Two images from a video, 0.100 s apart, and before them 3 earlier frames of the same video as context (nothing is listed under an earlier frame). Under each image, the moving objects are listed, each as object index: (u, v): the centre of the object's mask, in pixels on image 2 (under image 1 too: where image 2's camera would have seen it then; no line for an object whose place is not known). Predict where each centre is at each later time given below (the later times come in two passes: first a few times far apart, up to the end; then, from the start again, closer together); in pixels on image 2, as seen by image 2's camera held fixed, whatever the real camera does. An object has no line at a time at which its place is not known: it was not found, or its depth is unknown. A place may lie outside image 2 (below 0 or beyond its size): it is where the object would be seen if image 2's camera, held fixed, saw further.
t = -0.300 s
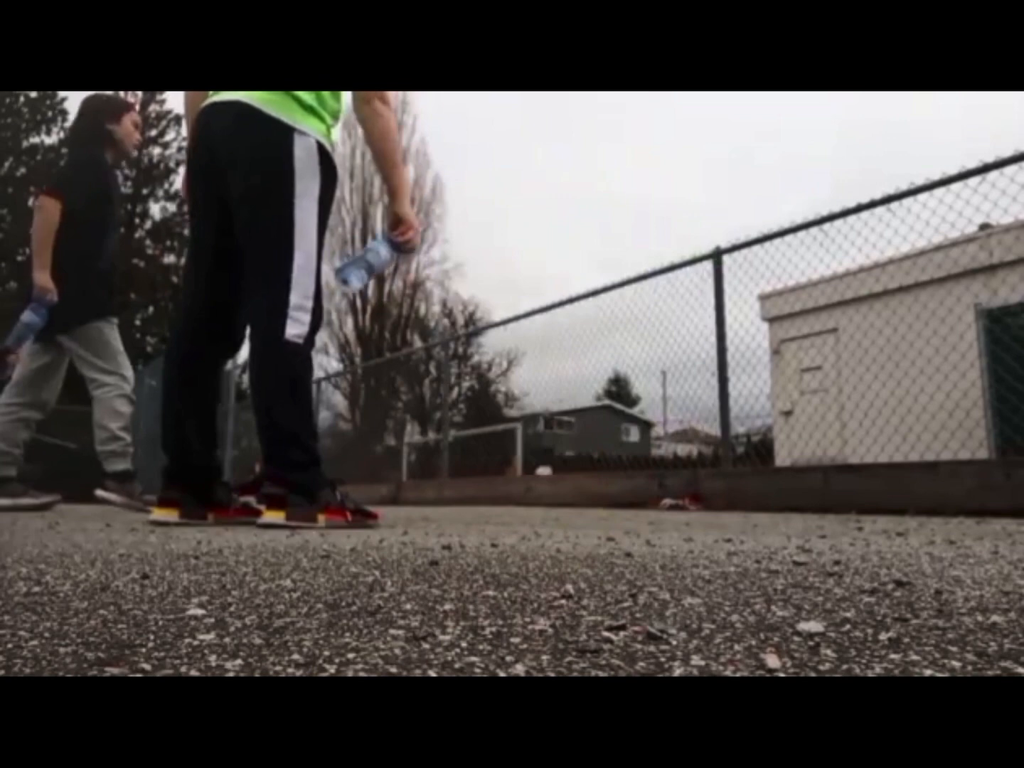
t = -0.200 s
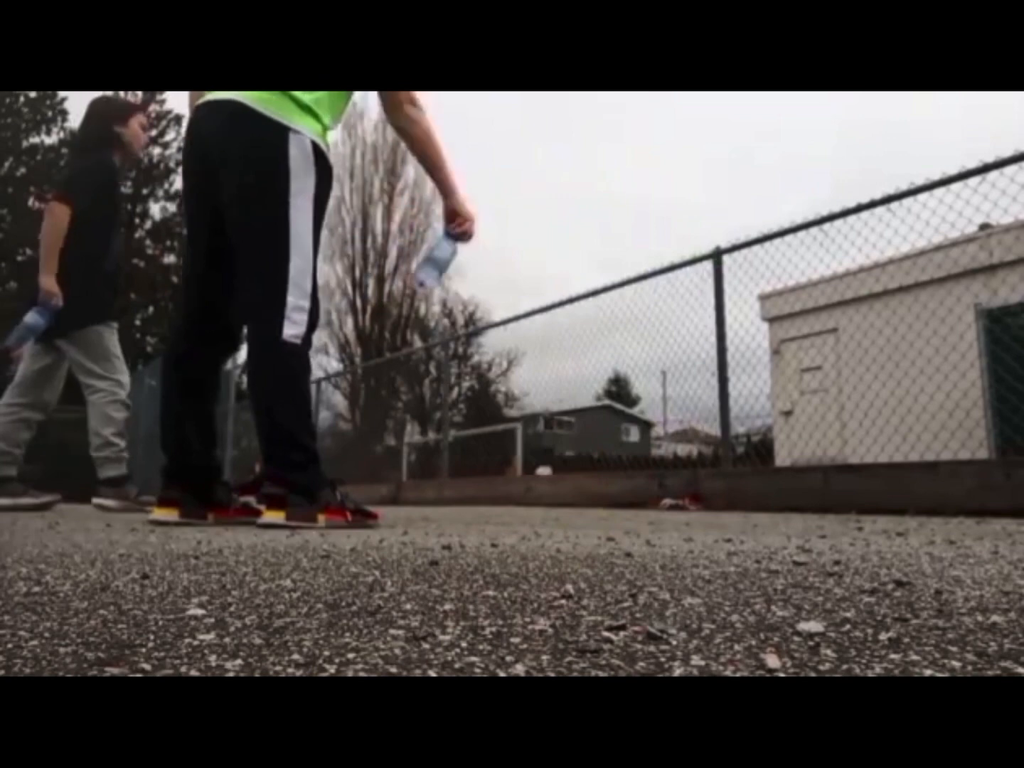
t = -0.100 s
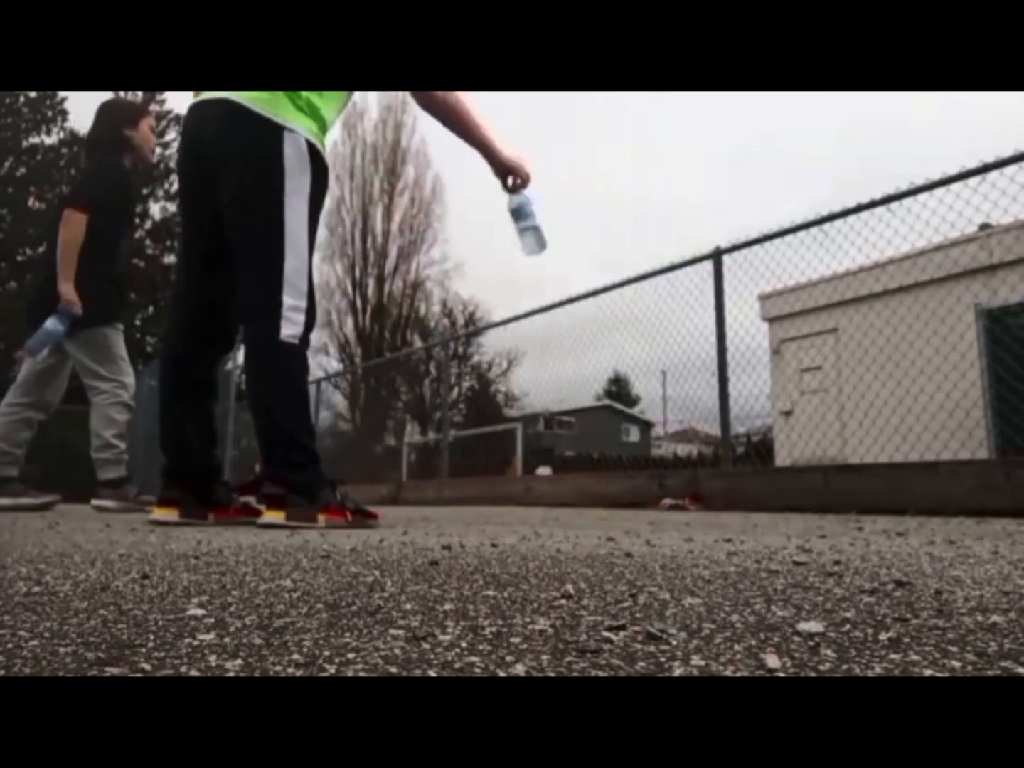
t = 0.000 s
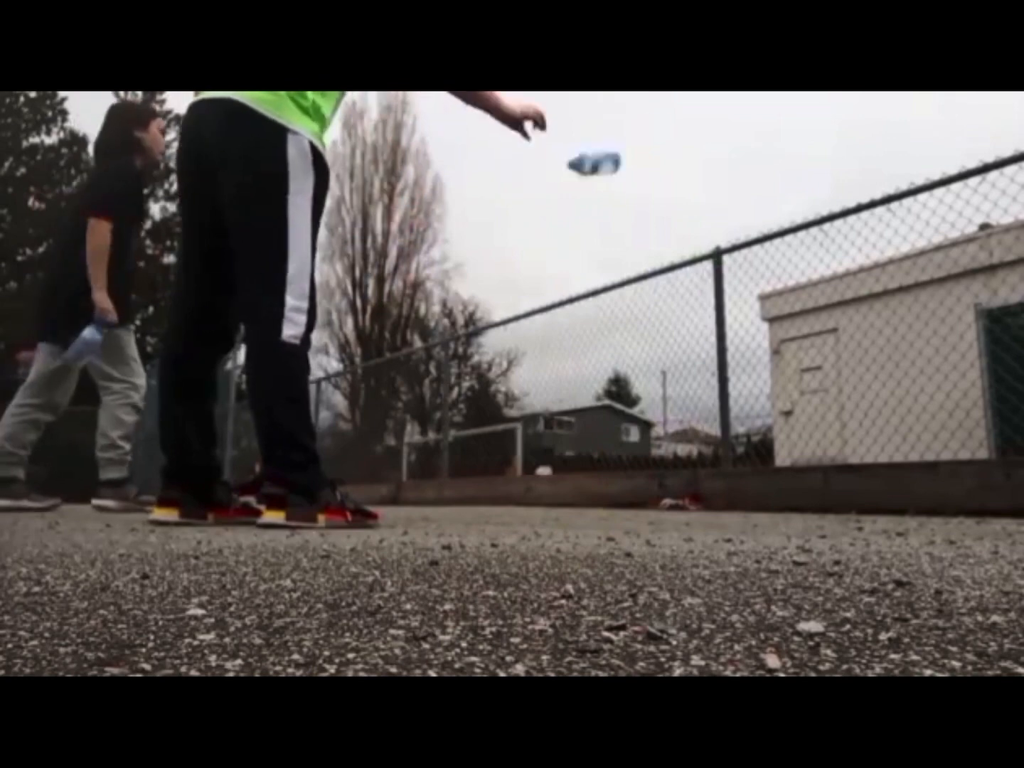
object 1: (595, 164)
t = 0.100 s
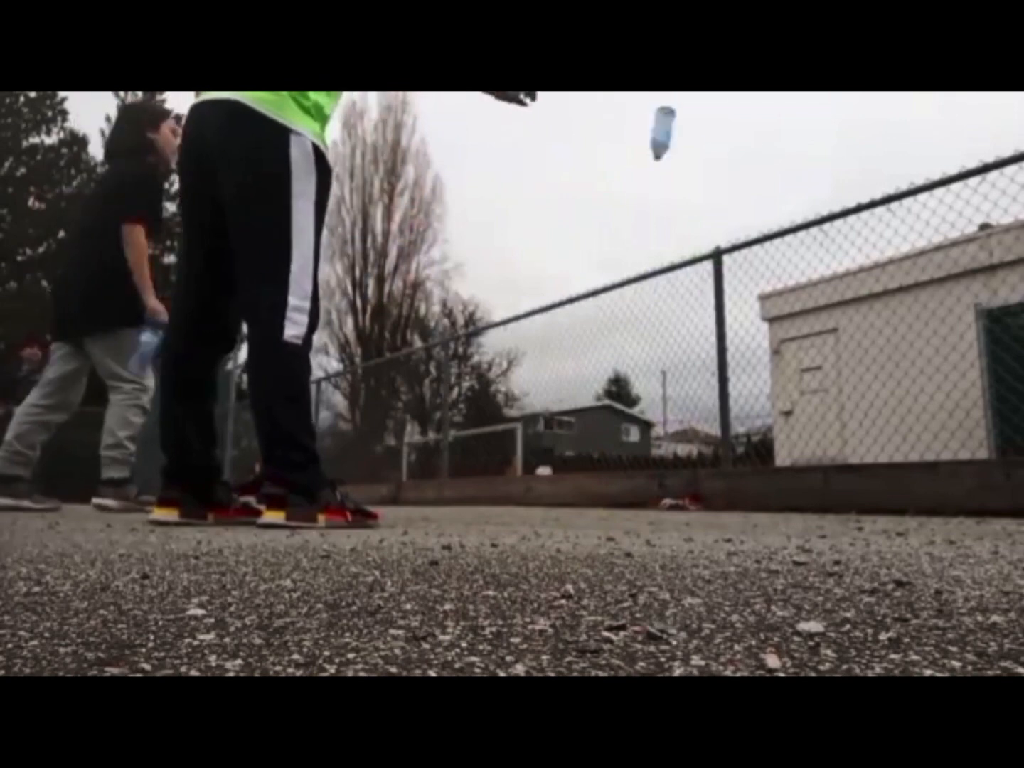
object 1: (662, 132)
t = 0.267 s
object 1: (747, 135)
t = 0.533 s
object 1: (856, 266)
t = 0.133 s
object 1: (681, 126)
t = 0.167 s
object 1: (698, 123)
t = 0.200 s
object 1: (715, 123)
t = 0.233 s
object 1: (731, 127)
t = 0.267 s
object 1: (747, 135)
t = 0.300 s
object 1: (762, 144)
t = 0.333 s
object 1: (777, 155)
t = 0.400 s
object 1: (804, 185)
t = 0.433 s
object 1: (816, 202)
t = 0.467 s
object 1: (830, 223)
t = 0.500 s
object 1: (843, 245)
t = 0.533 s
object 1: (856, 266)
